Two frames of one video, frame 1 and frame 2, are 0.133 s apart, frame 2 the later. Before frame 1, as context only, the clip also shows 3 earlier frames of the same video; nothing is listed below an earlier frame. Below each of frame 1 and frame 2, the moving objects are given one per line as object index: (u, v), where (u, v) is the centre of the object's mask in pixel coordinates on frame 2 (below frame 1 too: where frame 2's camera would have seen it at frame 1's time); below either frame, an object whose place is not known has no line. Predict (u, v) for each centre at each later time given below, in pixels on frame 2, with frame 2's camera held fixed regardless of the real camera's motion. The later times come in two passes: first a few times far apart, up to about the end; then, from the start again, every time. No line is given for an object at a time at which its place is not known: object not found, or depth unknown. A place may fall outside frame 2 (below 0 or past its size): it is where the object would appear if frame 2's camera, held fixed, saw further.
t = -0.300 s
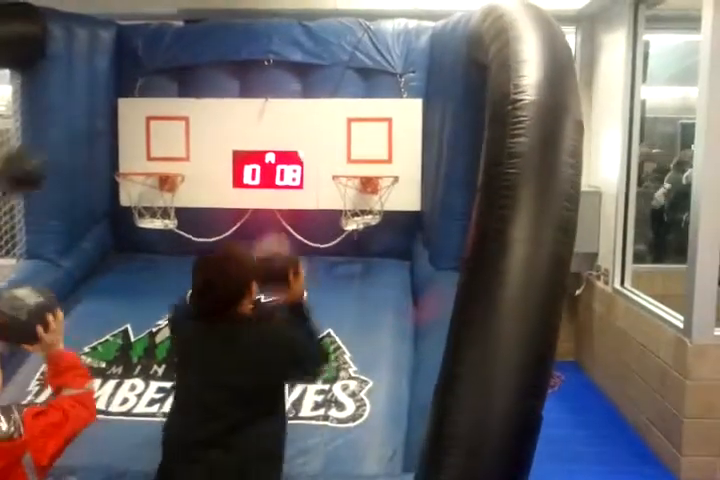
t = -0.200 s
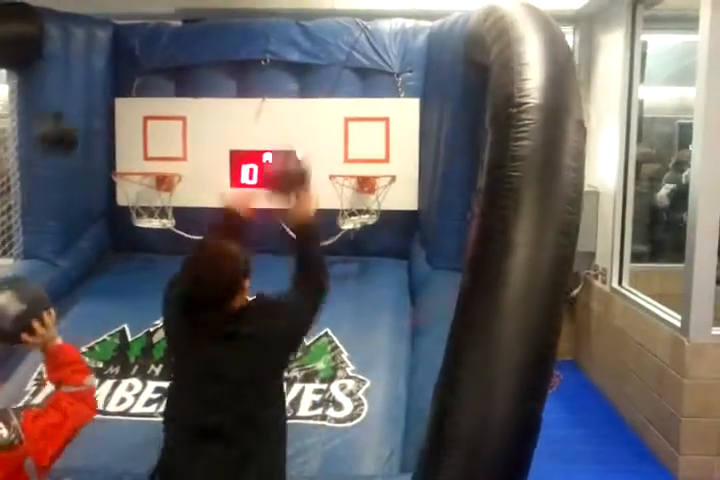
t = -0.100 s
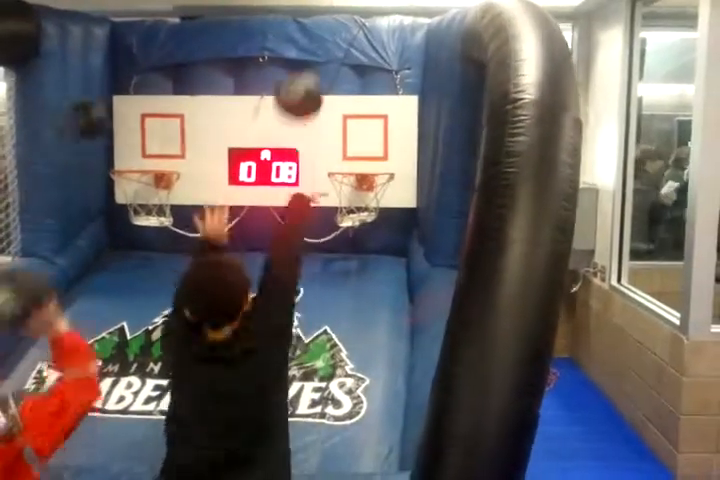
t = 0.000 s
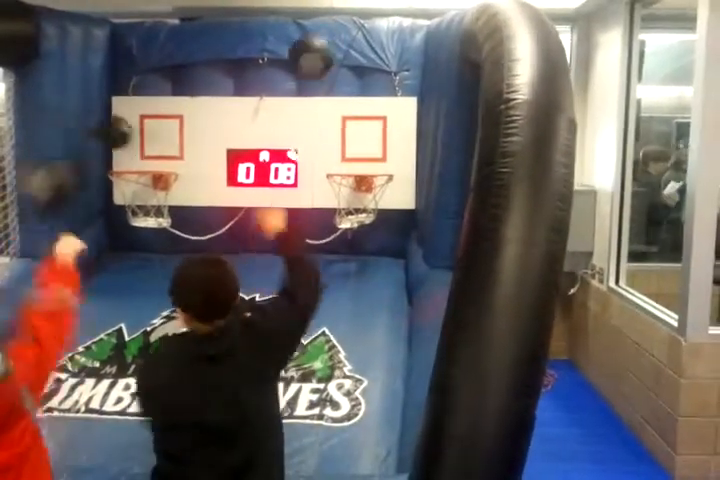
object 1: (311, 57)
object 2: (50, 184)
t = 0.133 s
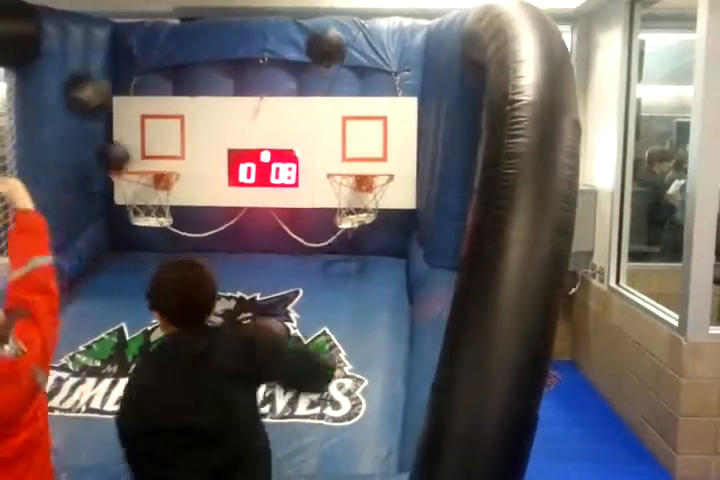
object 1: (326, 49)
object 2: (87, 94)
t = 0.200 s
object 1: (332, 57)
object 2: (101, 76)
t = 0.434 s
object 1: (350, 150)
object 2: (135, 91)
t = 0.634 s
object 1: (356, 157)
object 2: (107, 153)
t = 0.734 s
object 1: (361, 149)
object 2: (76, 186)
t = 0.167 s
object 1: (329, 51)
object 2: (94, 83)
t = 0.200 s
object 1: (332, 57)
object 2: (101, 76)
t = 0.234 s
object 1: (335, 65)
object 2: (108, 72)
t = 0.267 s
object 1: (338, 75)
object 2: (114, 72)
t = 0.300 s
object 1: (342, 87)
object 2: (123, 75)
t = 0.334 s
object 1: (343, 103)
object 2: (127, 77)
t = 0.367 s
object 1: (346, 118)
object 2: (130, 79)
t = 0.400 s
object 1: (348, 136)
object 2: (136, 86)
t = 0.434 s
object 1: (350, 150)
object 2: (135, 91)
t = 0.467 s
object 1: (350, 159)
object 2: (145, 101)
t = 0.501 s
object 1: (350, 158)
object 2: (139, 110)
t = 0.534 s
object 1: (352, 156)
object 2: (130, 116)
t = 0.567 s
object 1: (353, 156)
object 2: (123, 125)
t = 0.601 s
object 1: (354, 157)
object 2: (114, 137)
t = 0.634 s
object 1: (356, 157)
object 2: (107, 153)
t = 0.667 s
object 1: (358, 153)
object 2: (100, 164)
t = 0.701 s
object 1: (360, 150)
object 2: (87, 174)
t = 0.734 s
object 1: (361, 149)
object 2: (76, 186)
